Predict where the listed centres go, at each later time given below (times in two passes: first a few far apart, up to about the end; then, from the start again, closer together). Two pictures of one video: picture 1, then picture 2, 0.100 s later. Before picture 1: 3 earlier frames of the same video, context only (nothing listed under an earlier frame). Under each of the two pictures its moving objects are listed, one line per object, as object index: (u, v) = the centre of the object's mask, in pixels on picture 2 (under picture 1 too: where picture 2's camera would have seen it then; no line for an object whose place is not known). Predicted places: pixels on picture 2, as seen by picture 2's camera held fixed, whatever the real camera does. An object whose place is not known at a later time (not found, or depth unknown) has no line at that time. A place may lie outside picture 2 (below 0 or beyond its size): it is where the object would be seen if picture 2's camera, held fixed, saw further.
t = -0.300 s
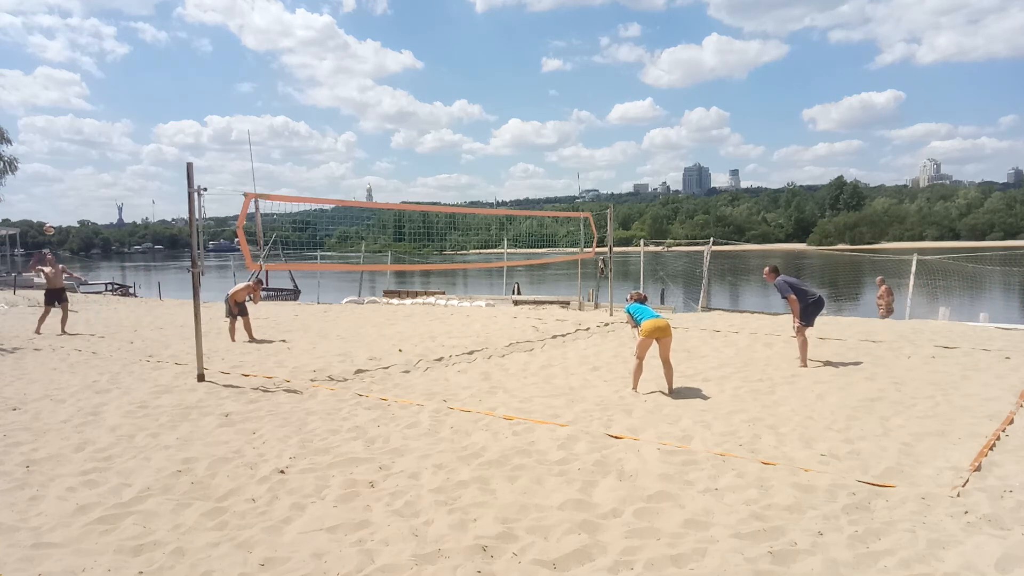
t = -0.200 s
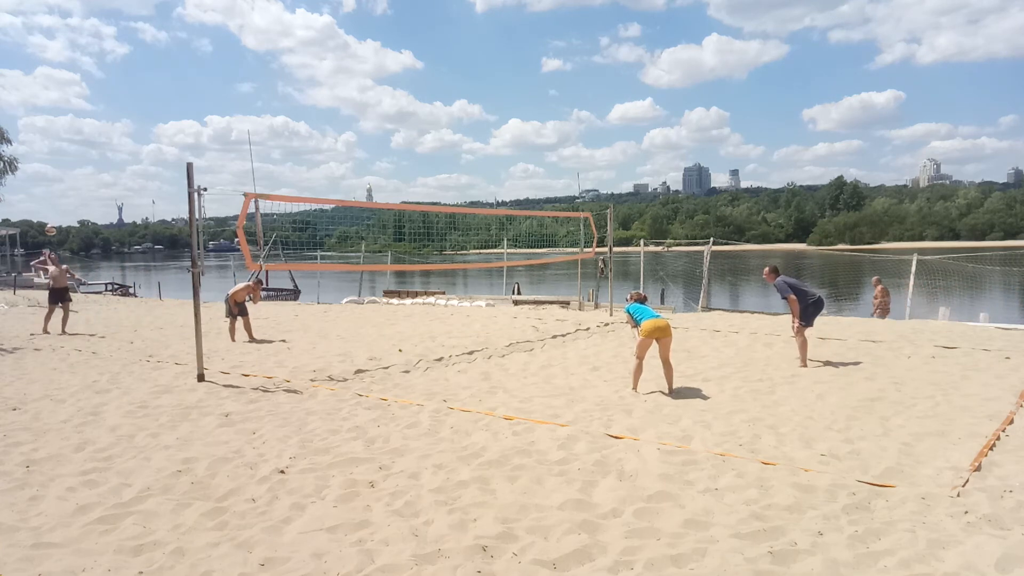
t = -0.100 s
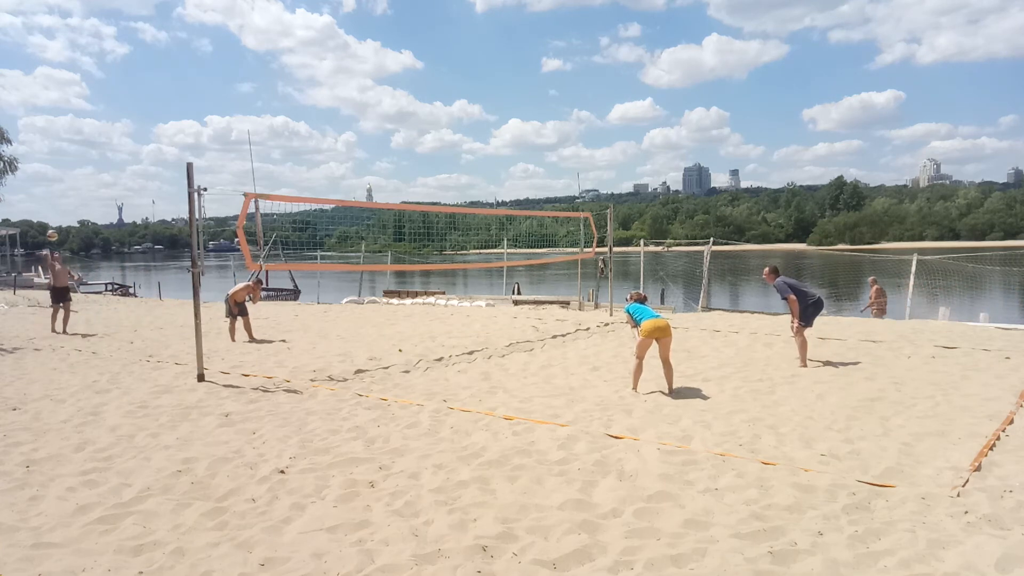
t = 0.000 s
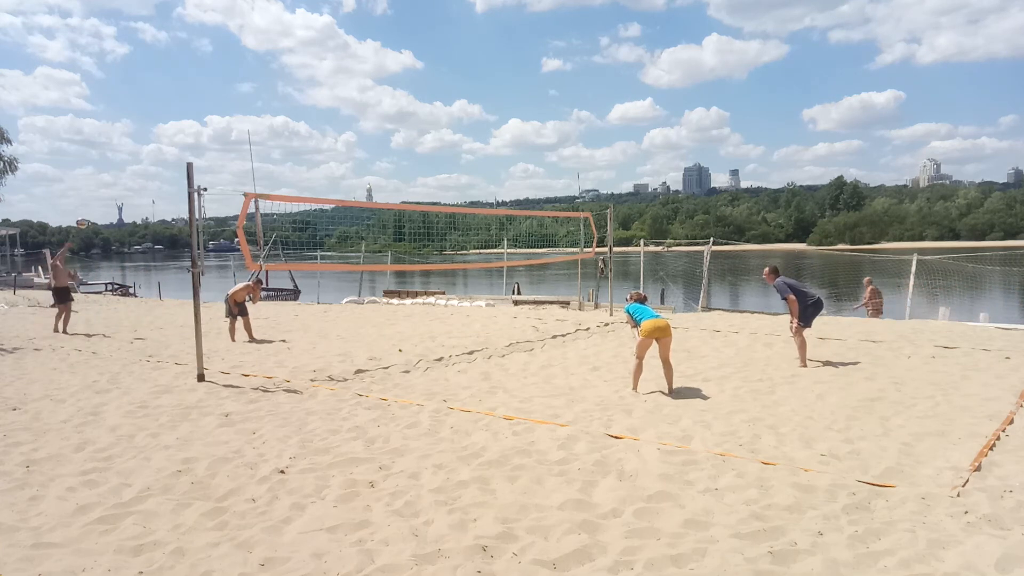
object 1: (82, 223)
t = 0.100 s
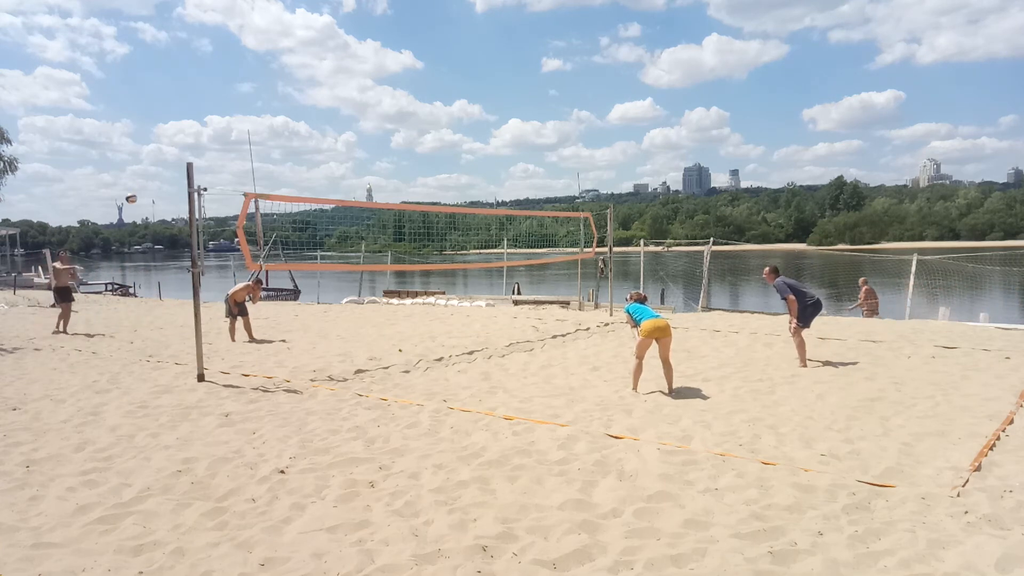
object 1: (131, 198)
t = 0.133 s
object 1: (148, 191)
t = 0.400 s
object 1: (292, 150)
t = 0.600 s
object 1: (410, 145)
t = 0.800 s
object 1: (534, 162)
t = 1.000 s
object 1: (666, 204)
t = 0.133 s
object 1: (148, 191)
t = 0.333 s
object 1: (255, 157)
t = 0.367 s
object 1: (273, 152)
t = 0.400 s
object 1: (292, 150)
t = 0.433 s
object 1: (312, 147)
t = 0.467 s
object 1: (331, 145)
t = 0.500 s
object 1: (350, 144)
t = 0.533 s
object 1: (370, 143)
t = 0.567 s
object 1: (390, 143)
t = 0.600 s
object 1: (410, 145)
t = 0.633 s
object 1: (430, 146)
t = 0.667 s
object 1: (450, 148)
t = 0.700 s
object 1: (471, 150)
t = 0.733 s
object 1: (491, 153)
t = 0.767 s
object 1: (513, 157)
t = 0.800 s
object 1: (534, 162)
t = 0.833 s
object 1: (555, 167)
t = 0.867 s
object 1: (577, 173)
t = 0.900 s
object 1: (599, 179)
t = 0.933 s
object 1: (621, 187)
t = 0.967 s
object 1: (642, 195)
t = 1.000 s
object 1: (666, 204)
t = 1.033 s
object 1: (688, 214)
